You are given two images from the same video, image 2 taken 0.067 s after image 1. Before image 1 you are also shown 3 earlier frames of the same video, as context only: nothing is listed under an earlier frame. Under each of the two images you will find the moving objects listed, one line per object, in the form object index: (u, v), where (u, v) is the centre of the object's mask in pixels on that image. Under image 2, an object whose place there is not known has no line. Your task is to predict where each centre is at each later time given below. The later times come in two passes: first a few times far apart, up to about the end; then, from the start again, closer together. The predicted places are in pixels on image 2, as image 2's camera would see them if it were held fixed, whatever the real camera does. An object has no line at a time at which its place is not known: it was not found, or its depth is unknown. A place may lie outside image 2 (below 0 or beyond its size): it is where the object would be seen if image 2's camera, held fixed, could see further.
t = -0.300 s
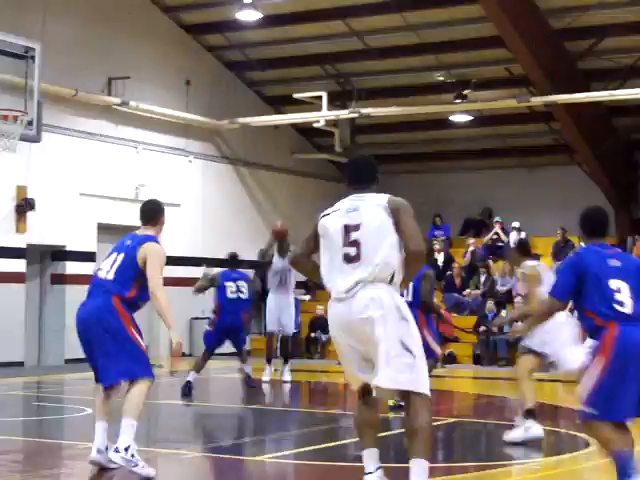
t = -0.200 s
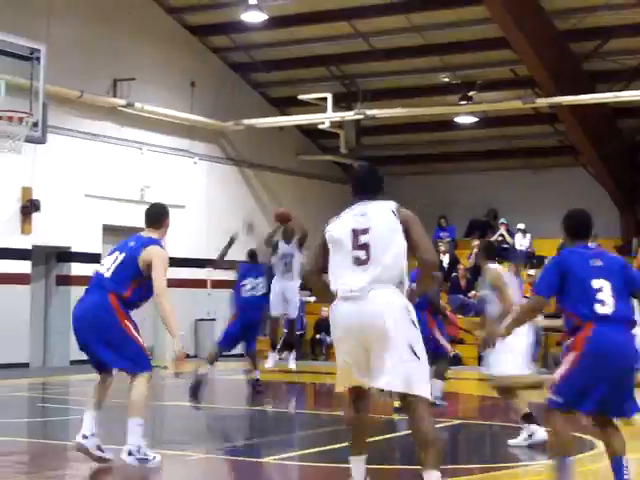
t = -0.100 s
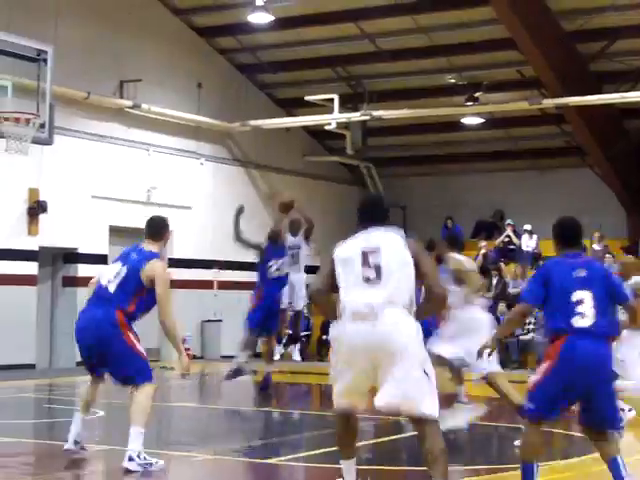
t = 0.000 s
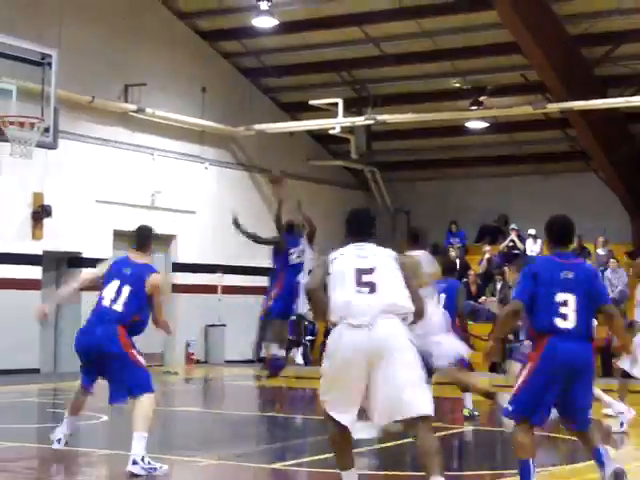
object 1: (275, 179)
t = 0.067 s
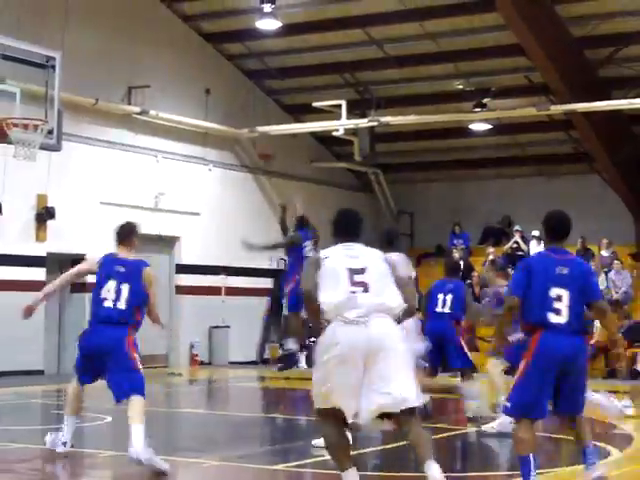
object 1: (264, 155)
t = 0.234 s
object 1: (231, 101)
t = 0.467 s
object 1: (176, 59)
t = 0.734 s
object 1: (104, 59)
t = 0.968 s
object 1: (29, 116)
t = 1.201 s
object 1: (18, 137)
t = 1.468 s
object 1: (30, 171)
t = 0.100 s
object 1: (259, 147)
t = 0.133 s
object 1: (252, 134)
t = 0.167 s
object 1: (244, 120)
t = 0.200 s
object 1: (239, 111)
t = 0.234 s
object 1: (231, 101)
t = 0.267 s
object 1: (224, 94)
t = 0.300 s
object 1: (215, 86)
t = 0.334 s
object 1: (209, 80)
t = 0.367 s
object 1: (201, 75)
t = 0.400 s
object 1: (194, 68)
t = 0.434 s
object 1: (185, 63)
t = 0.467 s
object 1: (176, 59)
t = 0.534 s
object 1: (160, 53)
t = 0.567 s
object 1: (151, 52)
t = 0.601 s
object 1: (142, 52)
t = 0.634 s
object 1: (133, 52)
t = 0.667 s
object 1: (124, 53)
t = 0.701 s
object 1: (114, 55)
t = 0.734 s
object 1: (104, 59)
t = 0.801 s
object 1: (84, 69)
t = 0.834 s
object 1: (76, 75)
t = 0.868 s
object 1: (65, 84)
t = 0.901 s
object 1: (52, 93)
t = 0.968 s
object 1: (29, 116)
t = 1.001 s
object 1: (21, 123)
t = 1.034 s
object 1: (14, 132)
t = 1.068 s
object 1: (11, 146)
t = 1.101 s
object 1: (11, 147)
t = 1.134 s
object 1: (14, 143)
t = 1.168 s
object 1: (17, 140)
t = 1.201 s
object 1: (18, 137)
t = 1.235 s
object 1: (20, 139)
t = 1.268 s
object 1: (22, 143)
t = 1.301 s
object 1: (24, 146)
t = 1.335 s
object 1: (28, 152)
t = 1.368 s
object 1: (28, 154)
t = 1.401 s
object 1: (29, 158)
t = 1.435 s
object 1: (27, 163)
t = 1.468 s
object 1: (30, 171)
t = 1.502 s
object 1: (35, 179)
